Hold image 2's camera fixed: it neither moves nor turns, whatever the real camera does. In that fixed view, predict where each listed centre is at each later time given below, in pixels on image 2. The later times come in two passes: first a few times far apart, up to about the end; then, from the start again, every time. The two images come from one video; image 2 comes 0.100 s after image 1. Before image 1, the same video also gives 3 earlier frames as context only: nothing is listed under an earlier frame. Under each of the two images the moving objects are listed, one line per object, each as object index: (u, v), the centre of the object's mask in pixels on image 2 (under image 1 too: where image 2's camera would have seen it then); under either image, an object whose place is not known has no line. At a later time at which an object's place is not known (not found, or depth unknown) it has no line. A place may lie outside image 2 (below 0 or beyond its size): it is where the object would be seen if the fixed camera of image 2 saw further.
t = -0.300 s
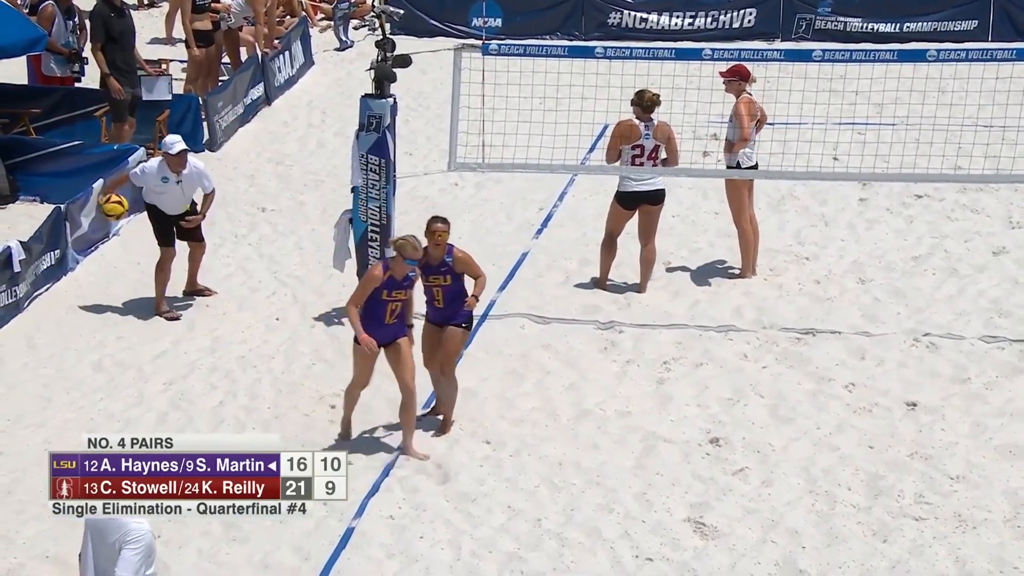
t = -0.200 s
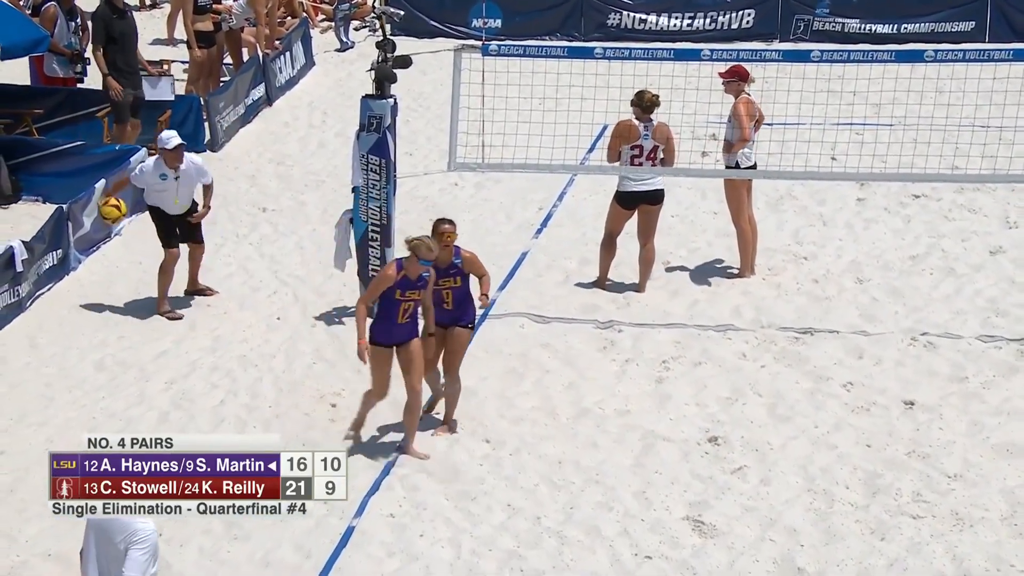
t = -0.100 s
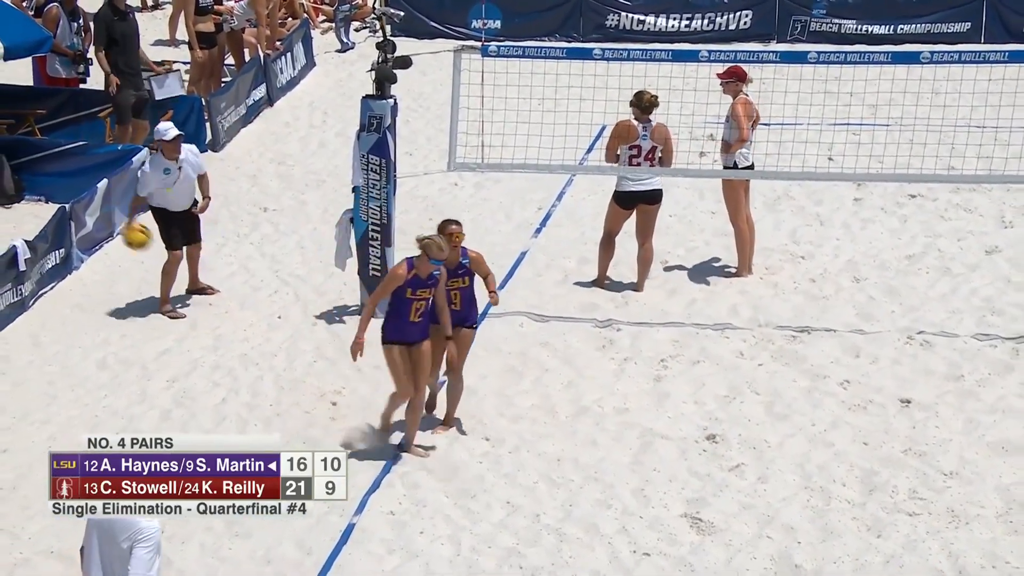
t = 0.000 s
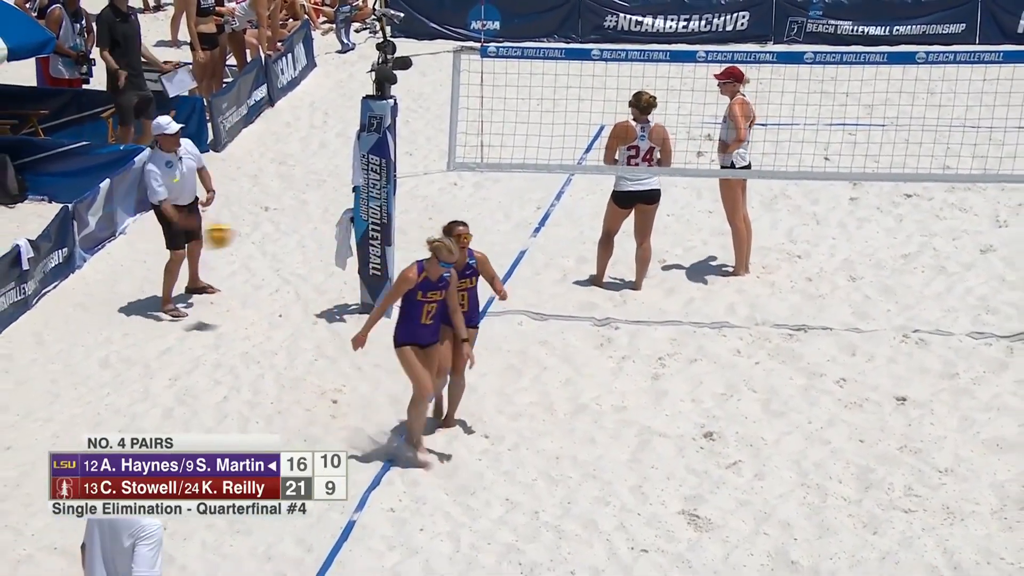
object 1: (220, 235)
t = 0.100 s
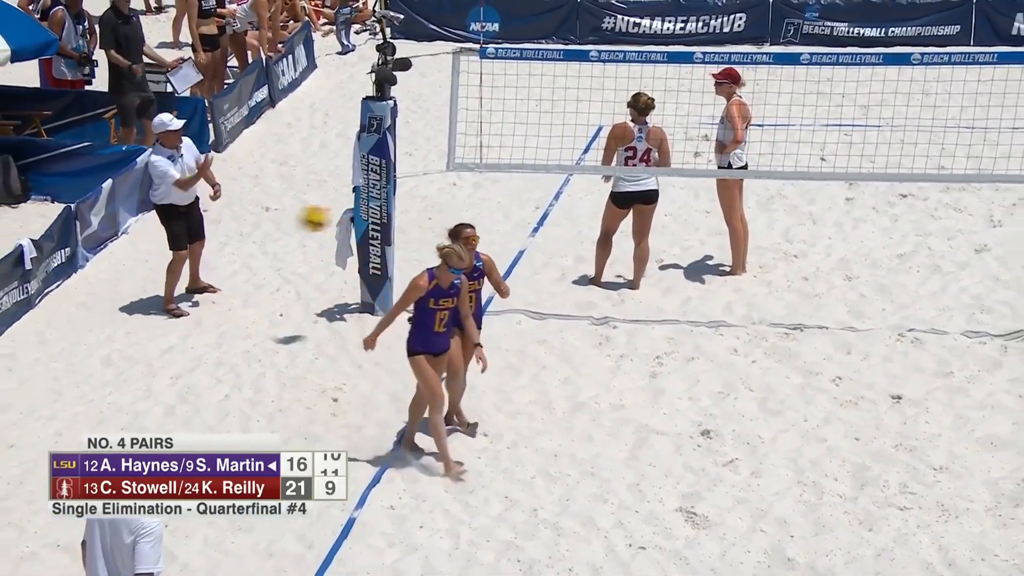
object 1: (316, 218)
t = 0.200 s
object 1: (413, 214)
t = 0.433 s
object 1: (645, 262)
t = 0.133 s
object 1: (345, 216)
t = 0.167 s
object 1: (380, 214)
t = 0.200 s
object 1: (413, 214)
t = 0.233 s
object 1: (445, 217)
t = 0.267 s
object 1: (479, 219)
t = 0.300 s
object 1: (510, 225)
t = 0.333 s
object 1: (543, 233)
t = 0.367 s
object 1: (577, 240)
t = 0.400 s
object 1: (610, 250)
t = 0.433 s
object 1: (645, 262)
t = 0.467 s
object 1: (680, 277)
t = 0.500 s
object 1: (714, 291)
